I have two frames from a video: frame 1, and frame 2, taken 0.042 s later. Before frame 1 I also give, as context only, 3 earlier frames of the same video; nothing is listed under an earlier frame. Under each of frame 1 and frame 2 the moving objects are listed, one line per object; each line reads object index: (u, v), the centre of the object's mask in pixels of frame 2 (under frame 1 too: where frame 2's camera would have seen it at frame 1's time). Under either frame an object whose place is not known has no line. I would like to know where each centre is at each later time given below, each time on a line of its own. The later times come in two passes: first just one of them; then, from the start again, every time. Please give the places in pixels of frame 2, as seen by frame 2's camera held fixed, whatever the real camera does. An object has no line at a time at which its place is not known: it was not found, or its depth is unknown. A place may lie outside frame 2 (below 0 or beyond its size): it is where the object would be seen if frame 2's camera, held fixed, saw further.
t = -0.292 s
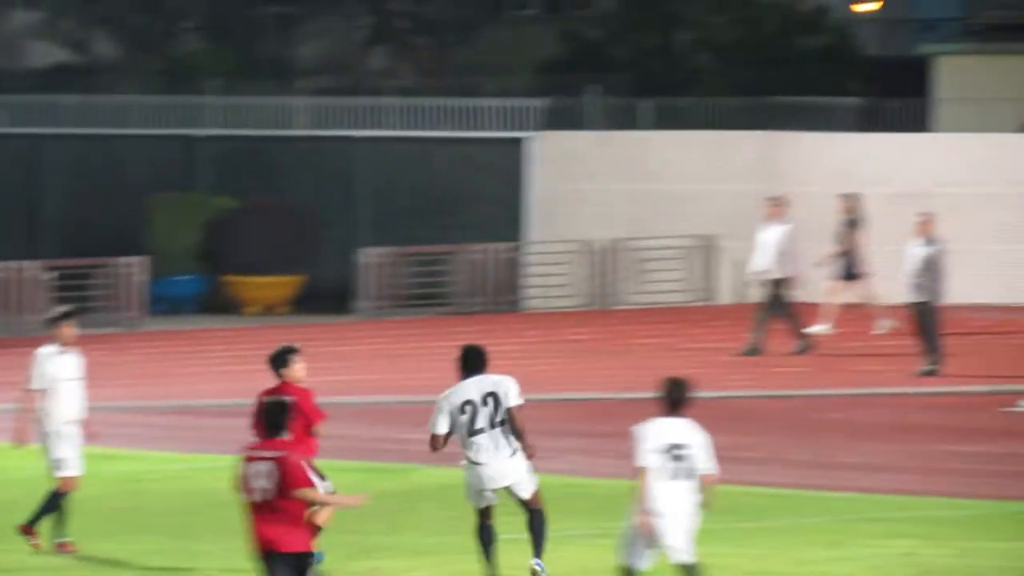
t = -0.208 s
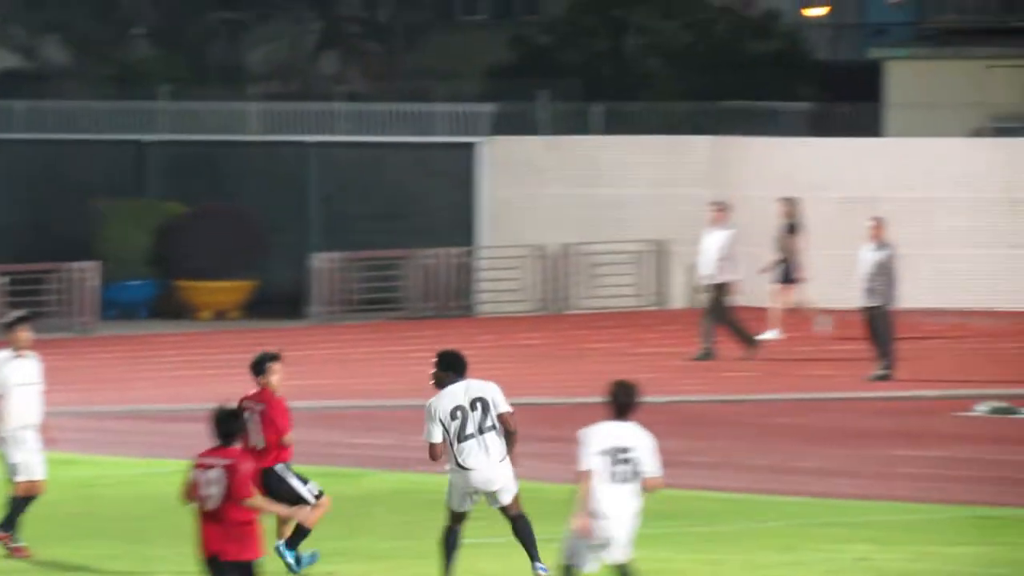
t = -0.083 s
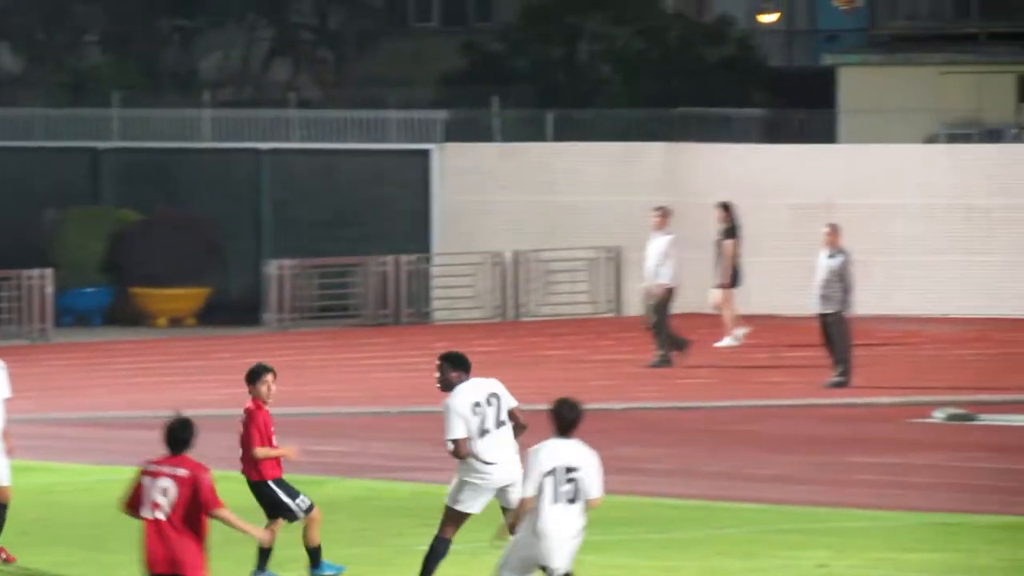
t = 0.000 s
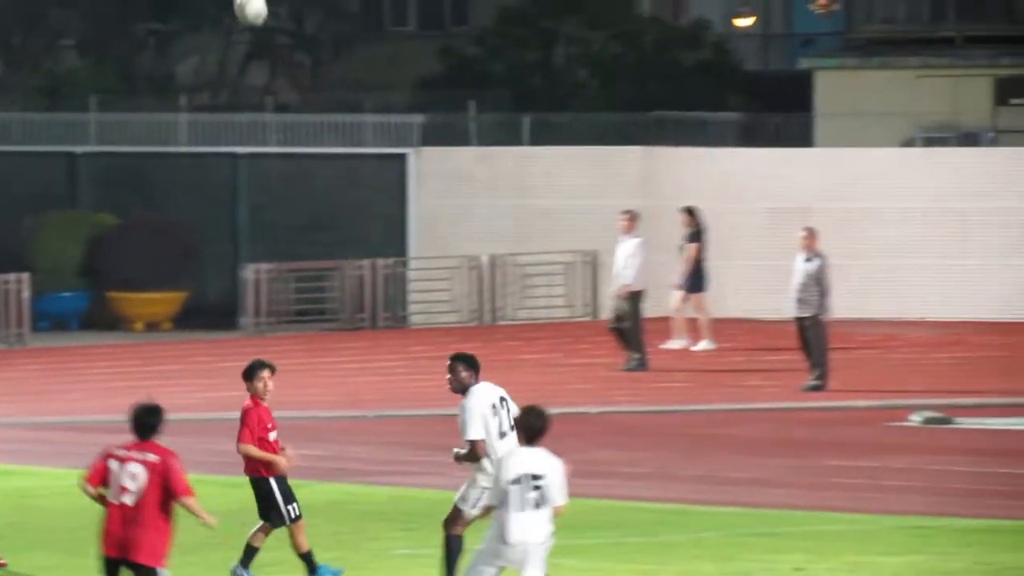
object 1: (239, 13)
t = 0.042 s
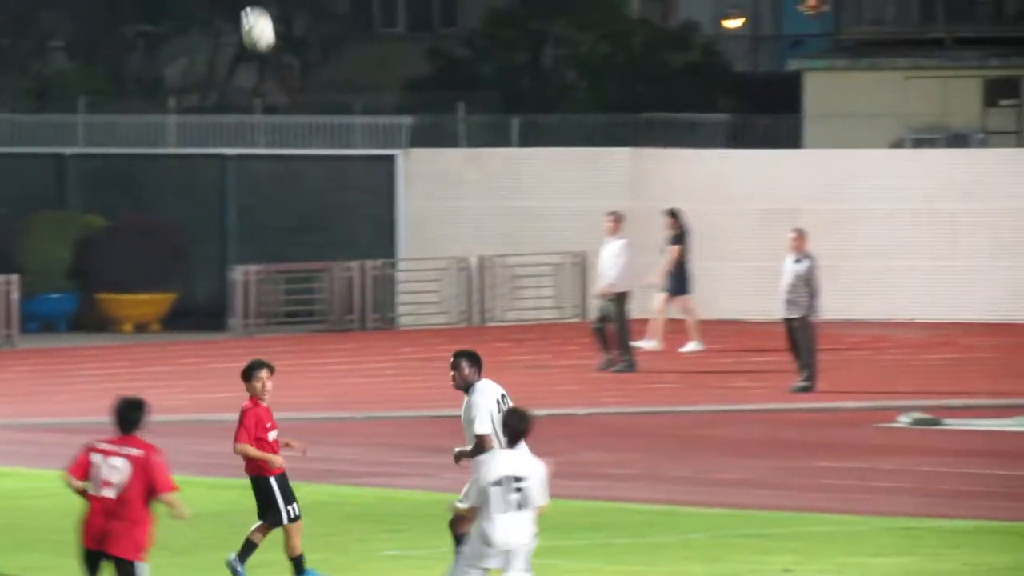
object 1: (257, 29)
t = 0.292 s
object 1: (360, 231)
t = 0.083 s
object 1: (276, 57)
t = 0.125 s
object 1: (294, 86)
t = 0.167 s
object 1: (312, 118)
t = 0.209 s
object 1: (328, 153)
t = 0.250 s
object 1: (343, 190)
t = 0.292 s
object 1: (360, 231)
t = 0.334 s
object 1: (377, 271)
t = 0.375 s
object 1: (394, 317)
